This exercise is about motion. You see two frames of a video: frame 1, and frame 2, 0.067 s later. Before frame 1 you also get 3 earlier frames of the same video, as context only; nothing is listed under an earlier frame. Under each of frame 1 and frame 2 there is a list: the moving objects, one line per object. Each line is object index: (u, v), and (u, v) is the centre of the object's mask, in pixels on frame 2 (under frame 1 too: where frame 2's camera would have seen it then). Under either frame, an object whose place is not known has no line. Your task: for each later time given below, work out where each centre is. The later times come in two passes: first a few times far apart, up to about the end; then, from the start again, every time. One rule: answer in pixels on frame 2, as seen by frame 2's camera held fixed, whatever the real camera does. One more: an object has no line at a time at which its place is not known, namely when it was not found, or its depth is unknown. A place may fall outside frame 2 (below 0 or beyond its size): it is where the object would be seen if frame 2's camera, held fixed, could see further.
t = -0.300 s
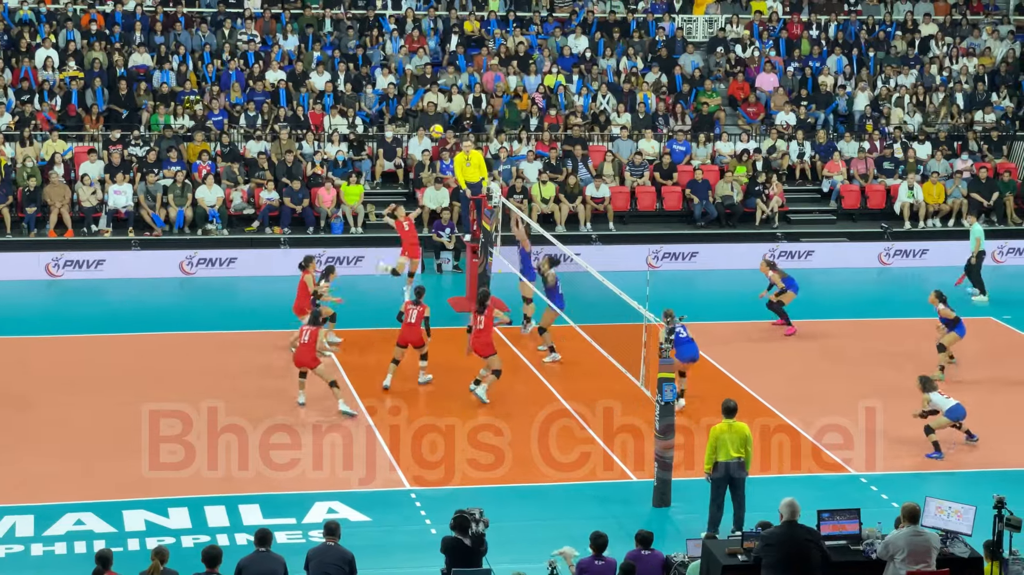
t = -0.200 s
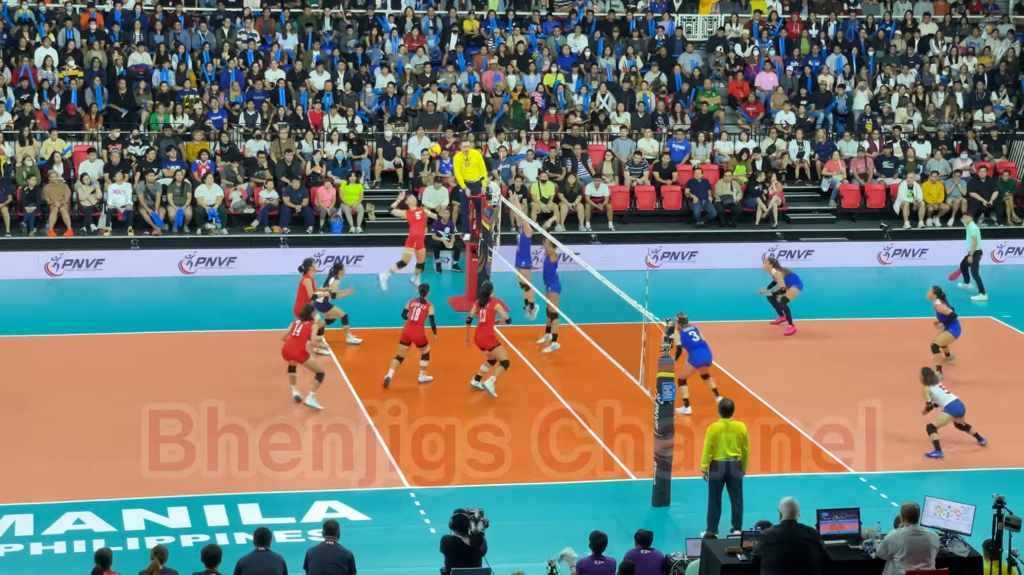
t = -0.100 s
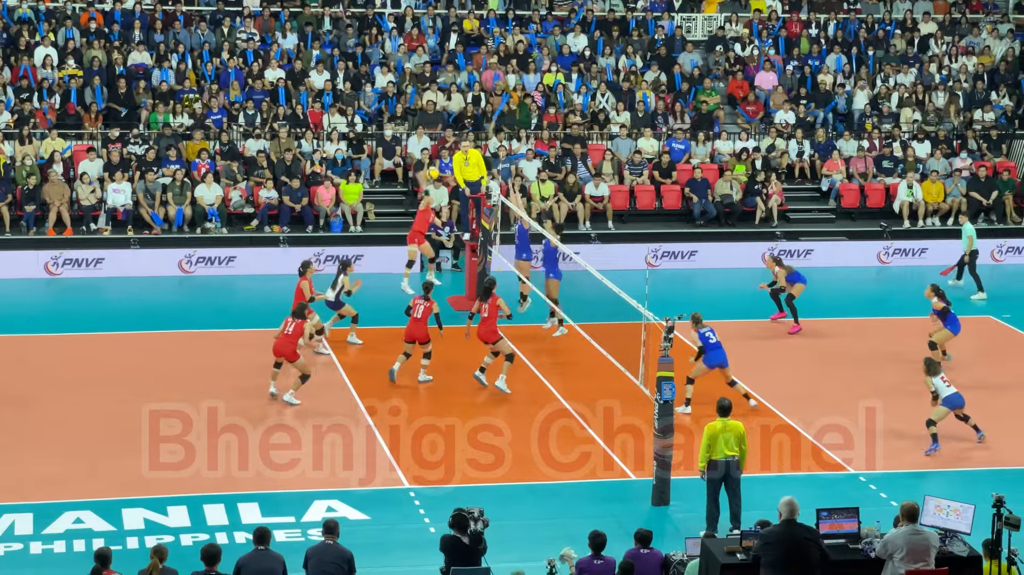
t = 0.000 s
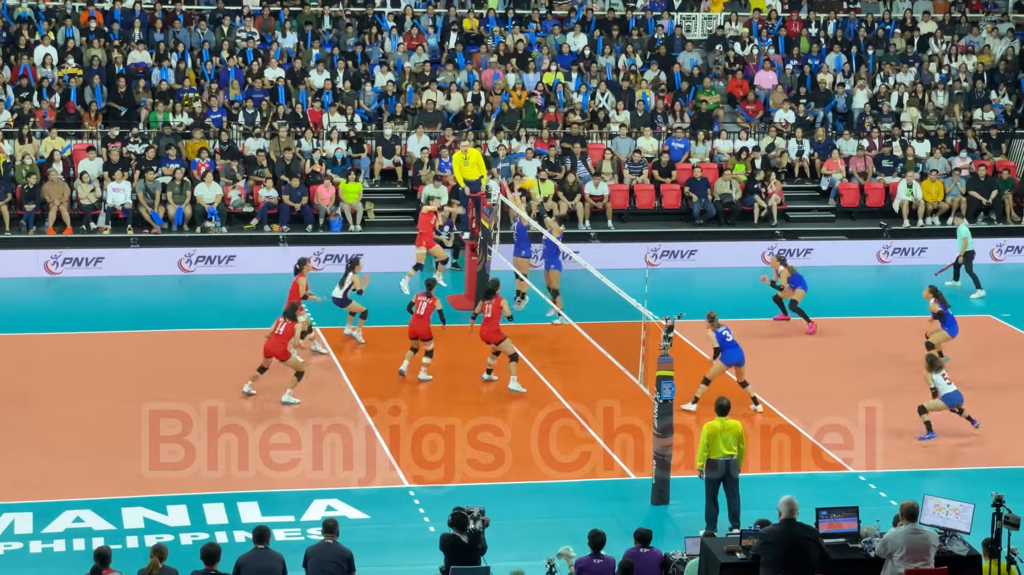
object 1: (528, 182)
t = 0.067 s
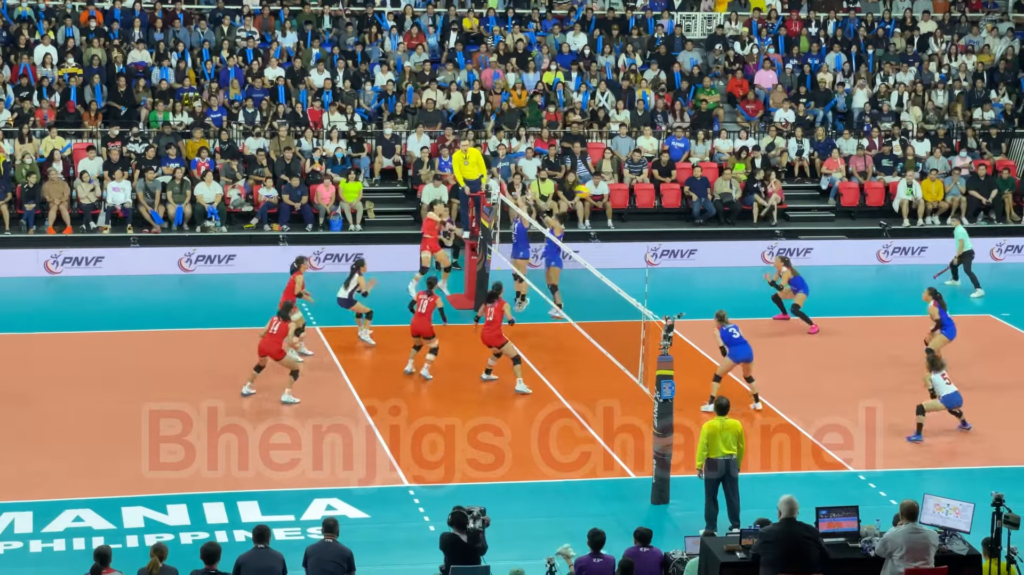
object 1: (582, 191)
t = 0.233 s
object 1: (719, 230)
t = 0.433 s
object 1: (878, 302)
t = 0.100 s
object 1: (610, 197)
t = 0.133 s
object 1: (638, 205)
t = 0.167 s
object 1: (665, 212)
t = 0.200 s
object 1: (692, 221)
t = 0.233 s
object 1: (719, 230)
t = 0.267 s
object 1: (745, 239)
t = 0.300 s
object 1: (773, 251)
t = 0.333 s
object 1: (799, 261)
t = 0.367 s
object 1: (826, 274)
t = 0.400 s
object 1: (852, 288)
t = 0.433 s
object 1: (878, 302)
